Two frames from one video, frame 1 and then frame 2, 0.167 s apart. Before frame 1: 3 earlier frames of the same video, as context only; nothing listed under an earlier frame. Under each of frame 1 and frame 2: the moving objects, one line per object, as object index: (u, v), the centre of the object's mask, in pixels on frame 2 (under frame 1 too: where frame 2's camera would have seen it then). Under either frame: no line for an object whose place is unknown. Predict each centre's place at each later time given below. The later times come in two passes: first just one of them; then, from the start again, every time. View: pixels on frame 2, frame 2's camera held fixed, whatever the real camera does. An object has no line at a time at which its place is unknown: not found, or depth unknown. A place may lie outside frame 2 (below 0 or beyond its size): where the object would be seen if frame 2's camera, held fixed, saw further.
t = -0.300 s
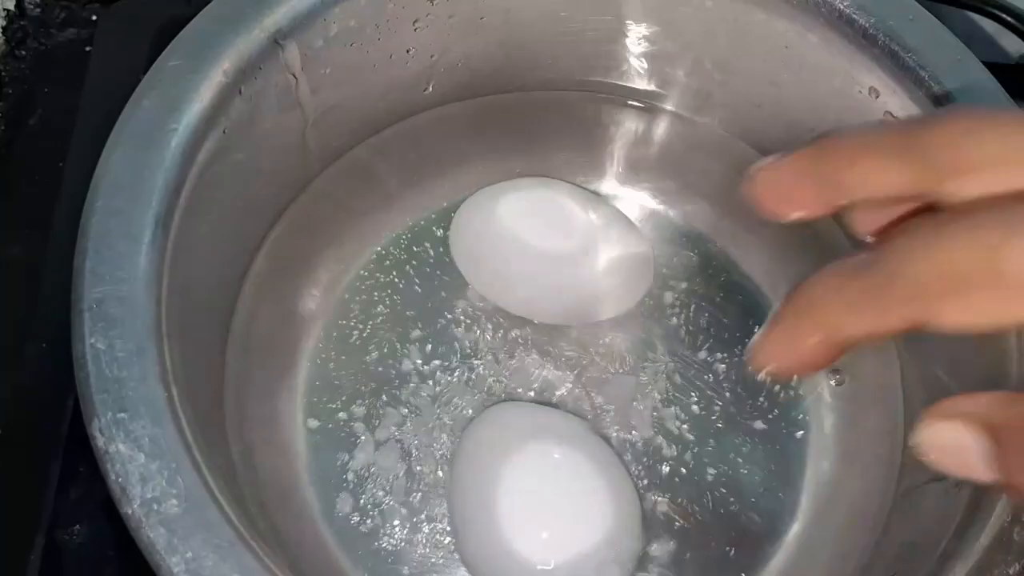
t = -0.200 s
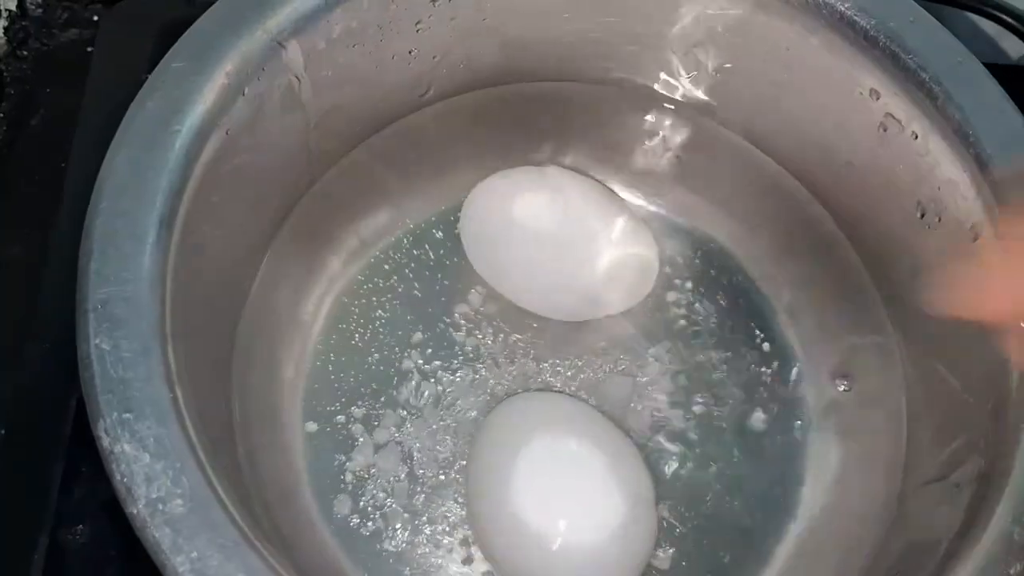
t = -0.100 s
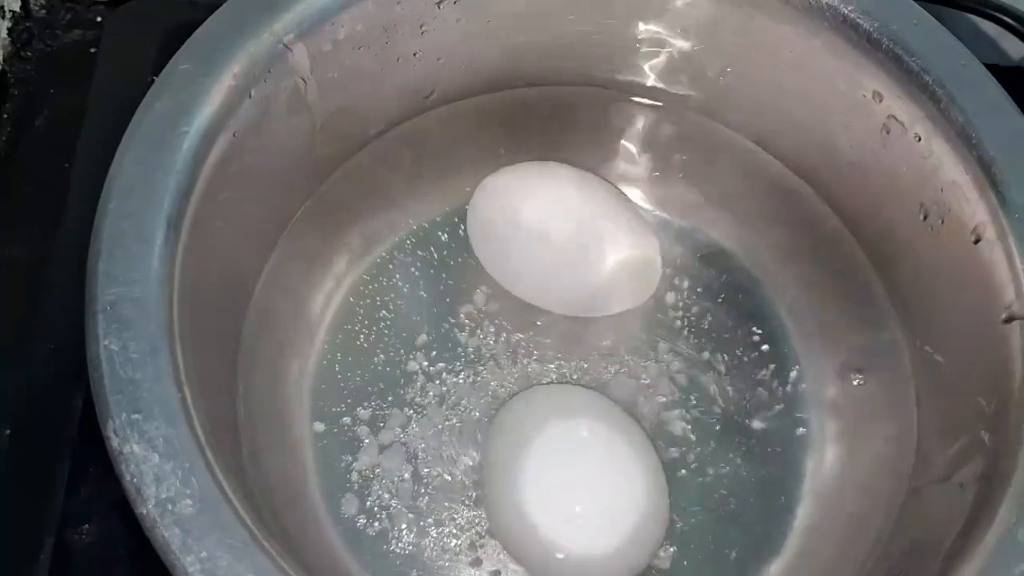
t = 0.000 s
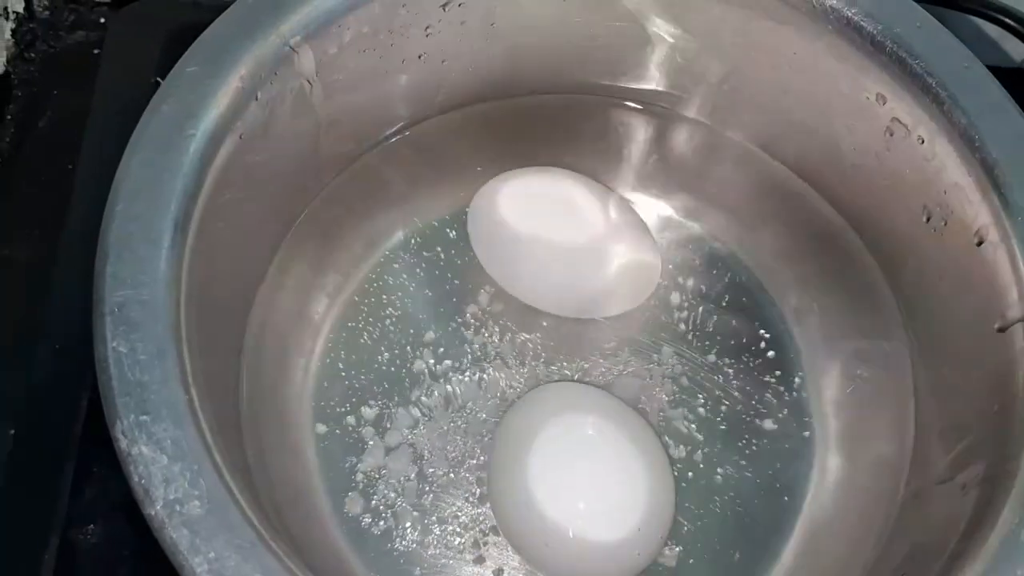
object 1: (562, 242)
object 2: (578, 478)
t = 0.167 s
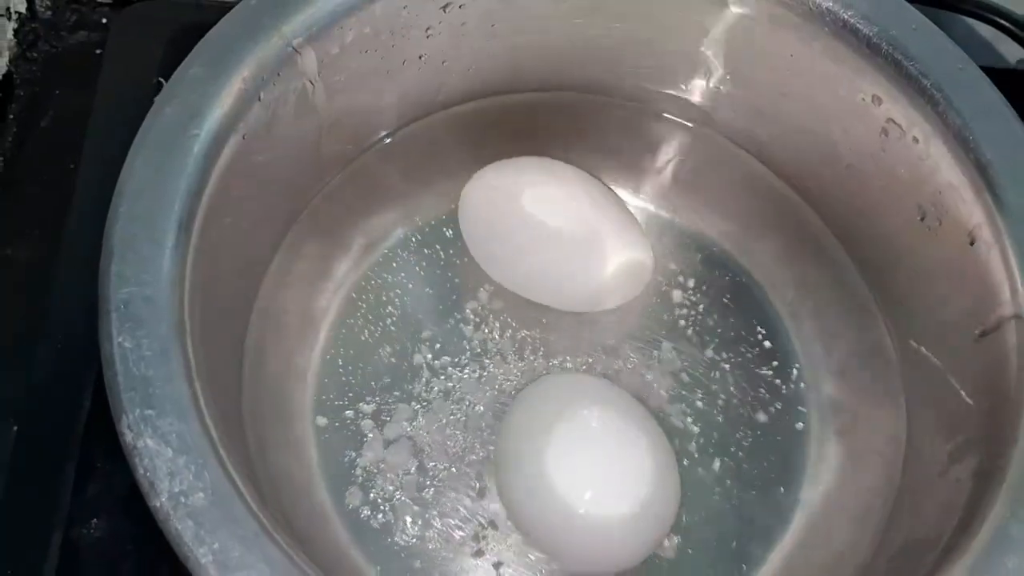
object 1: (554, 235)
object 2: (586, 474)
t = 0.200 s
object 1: (553, 234)
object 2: (591, 473)
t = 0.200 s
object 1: (553, 234)
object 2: (591, 473)
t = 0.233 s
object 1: (554, 234)
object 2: (595, 472)
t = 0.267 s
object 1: (554, 233)
